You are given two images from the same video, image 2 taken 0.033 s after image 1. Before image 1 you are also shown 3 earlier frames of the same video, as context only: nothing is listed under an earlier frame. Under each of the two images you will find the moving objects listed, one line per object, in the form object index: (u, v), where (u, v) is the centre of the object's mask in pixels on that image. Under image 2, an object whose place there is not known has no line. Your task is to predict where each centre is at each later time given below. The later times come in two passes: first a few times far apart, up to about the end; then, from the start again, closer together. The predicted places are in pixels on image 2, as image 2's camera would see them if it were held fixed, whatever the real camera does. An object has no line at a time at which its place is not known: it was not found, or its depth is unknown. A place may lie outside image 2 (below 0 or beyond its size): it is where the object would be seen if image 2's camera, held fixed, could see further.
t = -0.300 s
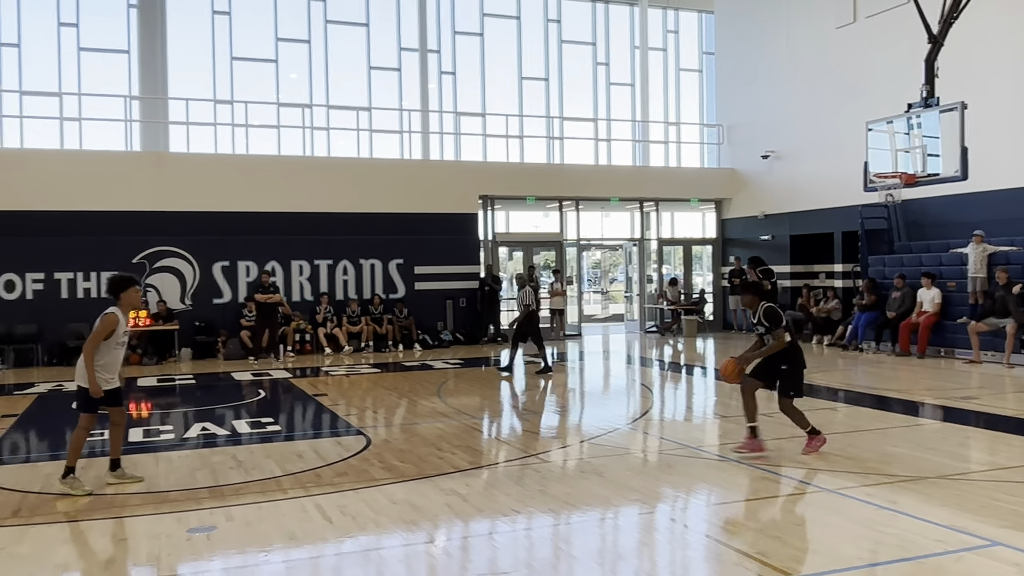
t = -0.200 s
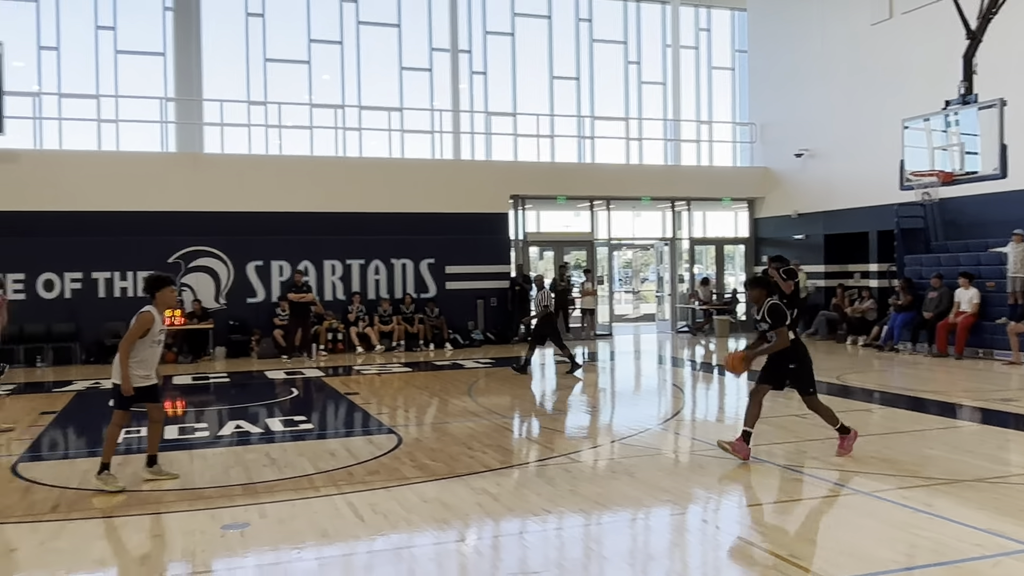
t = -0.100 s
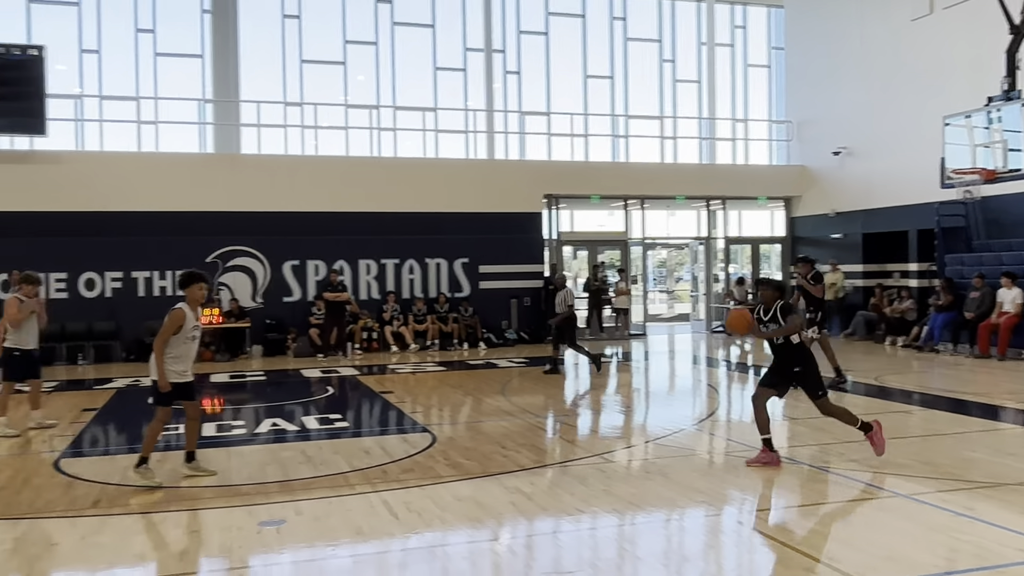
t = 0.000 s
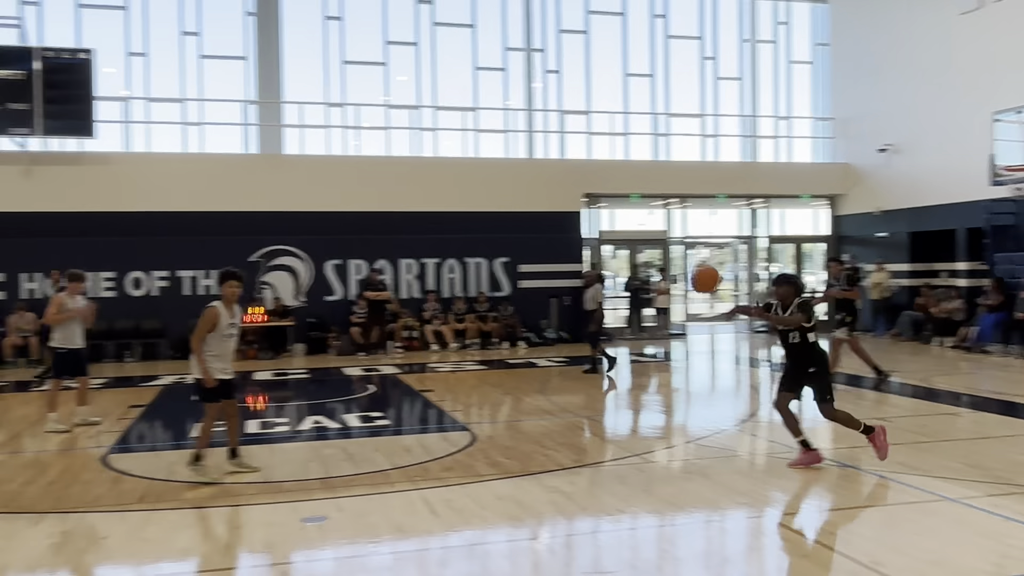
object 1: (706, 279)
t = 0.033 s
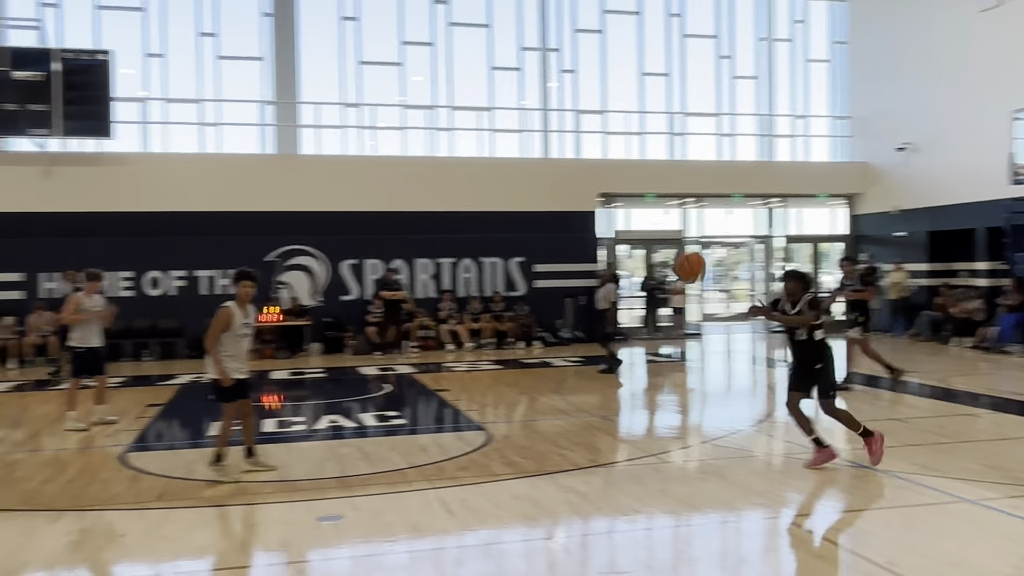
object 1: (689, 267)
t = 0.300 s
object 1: (351, 175)
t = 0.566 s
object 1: (-313, 151)
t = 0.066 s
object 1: (655, 253)
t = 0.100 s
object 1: (620, 241)
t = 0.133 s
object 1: (581, 228)
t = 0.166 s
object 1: (541, 216)
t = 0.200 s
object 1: (499, 204)
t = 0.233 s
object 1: (454, 194)
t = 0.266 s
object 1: (404, 184)
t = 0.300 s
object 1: (351, 175)
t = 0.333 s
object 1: (293, 166)
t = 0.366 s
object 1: (230, 161)
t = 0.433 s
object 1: (87, 147)
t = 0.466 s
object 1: (0, 144)
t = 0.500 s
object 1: (-91, 143)
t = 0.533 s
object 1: (-193, 147)
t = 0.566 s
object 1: (-313, 151)
